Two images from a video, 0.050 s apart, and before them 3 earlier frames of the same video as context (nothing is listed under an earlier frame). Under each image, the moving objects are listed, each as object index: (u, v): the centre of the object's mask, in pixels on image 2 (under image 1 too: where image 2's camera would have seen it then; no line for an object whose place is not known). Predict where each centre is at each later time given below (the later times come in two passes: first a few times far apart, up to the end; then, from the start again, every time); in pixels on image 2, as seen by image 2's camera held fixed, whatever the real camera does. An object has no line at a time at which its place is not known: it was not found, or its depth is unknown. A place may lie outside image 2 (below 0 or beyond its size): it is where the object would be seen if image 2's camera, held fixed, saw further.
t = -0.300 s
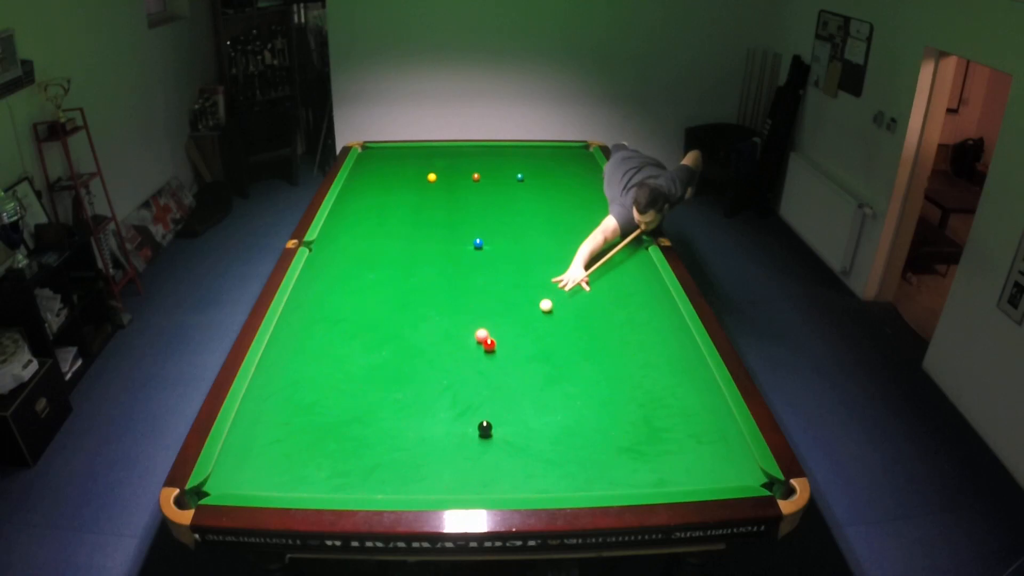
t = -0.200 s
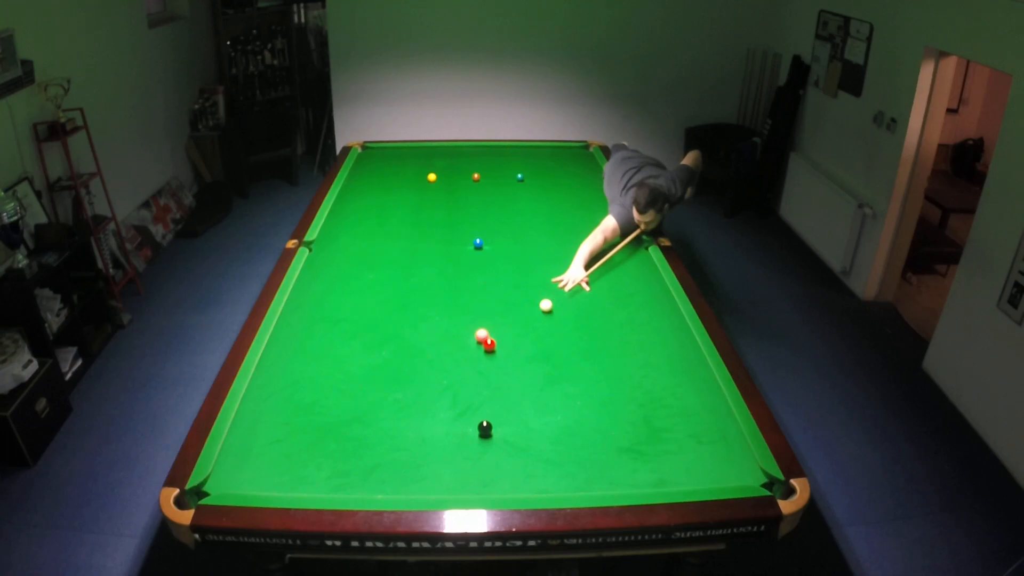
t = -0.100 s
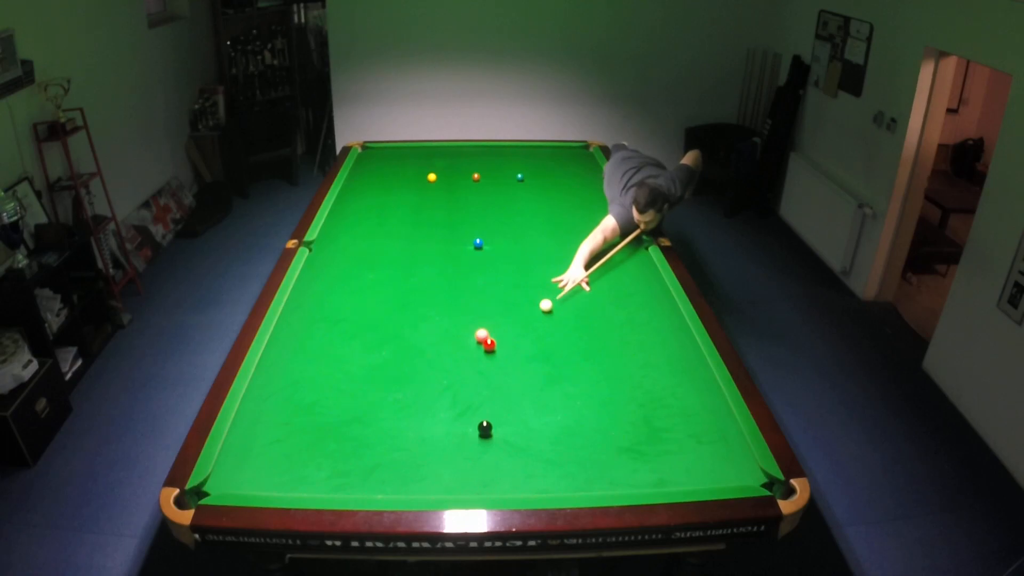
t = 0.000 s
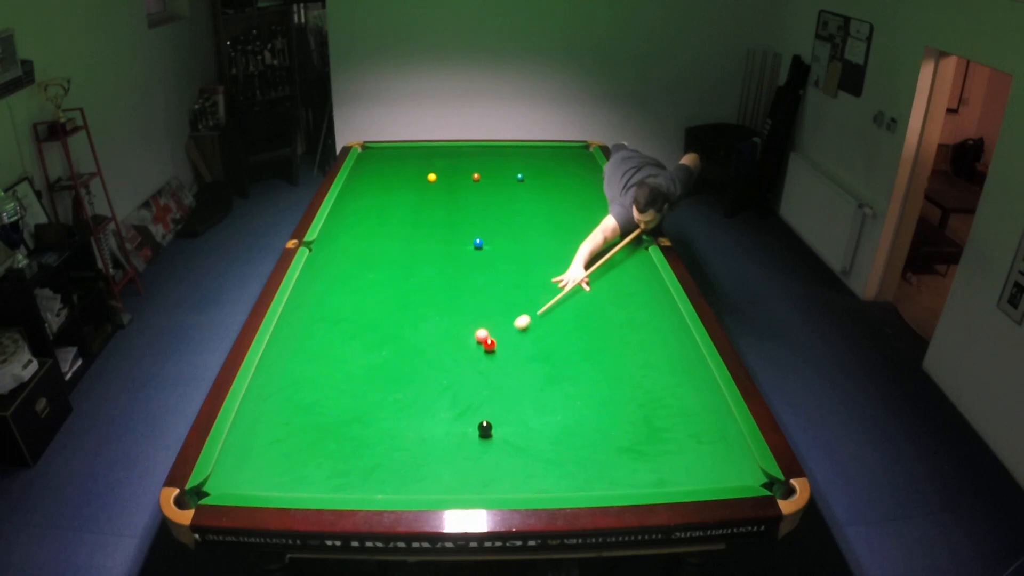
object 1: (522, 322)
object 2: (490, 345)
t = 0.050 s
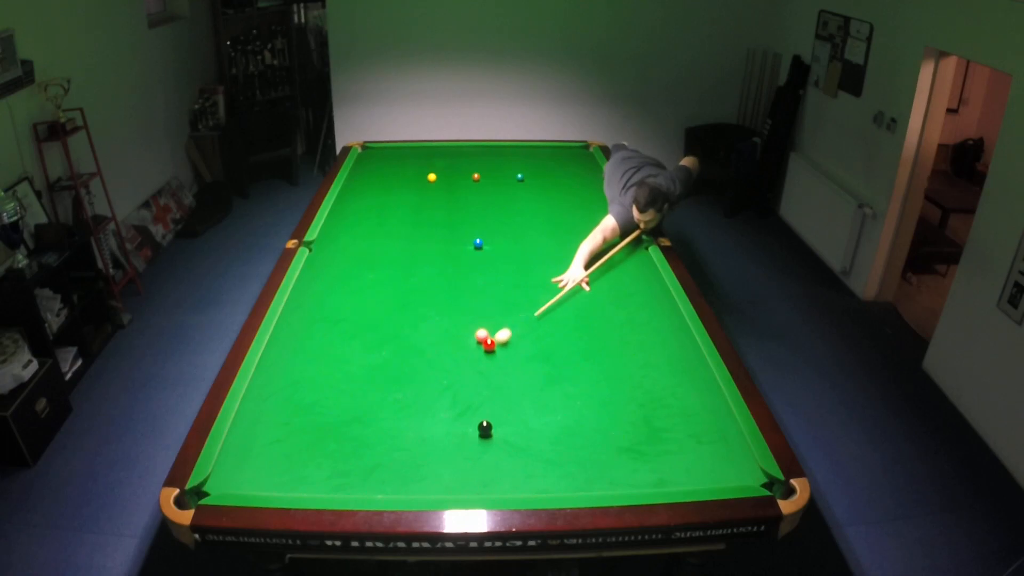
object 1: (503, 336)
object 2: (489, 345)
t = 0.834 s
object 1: (527, 361)
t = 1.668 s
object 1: (550, 377)
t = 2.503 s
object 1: (560, 385)
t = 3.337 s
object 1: (561, 385)
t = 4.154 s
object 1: (561, 385)
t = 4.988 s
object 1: (561, 385)
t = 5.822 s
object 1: (561, 385)
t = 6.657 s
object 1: (561, 385)
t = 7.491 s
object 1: (561, 385)
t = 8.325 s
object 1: (561, 385)
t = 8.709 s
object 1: (561, 385)
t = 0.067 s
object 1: (499, 339)
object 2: (485, 347)
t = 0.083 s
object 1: (499, 340)
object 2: (479, 350)
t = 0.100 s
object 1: (500, 341)
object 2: (471, 354)
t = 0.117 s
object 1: (501, 342)
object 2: (463, 358)
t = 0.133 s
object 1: (502, 342)
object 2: (456, 362)
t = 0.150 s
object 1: (502, 343)
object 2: (448, 366)
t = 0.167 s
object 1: (503, 343)
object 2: (440, 370)
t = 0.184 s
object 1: (504, 344)
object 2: (432, 375)
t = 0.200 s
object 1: (504, 344)
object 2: (425, 379)
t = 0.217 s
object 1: (505, 345)
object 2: (417, 383)
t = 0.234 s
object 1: (505, 345)
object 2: (409, 387)
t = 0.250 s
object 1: (506, 346)
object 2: (402, 391)
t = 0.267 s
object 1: (507, 346)
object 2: (394, 395)
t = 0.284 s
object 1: (507, 346)
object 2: (386, 399)
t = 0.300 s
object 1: (508, 347)
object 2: (378, 403)
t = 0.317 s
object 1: (509, 347)
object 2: (371, 407)
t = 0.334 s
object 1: (509, 348)
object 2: (363, 411)
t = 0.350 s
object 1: (510, 349)
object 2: (356, 415)
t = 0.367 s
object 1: (511, 349)
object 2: (348, 419)
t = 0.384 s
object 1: (511, 349)
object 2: (341, 423)
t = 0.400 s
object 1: (512, 350)
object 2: (334, 427)
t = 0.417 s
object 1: (512, 350)
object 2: (326, 431)
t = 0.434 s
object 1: (513, 351)
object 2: (319, 435)
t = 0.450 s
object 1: (514, 351)
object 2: (311, 438)
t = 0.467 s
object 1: (514, 352)
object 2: (304, 442)
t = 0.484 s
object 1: (515, 352)
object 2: (296, 446)
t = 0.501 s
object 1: (515, 353)
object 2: (288, 450)
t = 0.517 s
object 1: (516, 353)
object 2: (281, 454)
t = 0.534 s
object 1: (517, 354)
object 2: (273, 458)
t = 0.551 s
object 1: (517, 354)
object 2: (265, 462)
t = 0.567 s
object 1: (518, 355)
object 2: (257, 466)
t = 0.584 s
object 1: (518, 355)
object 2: (249, 470)
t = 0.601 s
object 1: (519, 355)
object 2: (241, 475)
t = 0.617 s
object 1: (520, 356)
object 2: (233, 479)
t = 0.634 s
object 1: (520, 356)
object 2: (225, 482)
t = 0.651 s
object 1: (521, 357)
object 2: (218, 485)
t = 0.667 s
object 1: (521, 357)
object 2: (209, 489)
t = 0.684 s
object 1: (522, 357)
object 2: (200, 494)
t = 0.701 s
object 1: (522, 358)
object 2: (193, 498)
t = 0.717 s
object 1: (523, 358)
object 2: (186, 503)
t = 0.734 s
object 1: (524, 359)
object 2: (183, 506)
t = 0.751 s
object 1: (524, 359)
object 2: (185, 508)
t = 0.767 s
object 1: (525, 360)
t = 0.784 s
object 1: (525, 360)
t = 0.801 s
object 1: (526, 360)
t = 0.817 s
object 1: (526, 361)
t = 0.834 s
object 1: (527, 361)
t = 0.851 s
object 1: (527, 362)
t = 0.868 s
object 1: (528, 362)
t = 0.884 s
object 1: (529, 363)
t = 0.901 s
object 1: (529, 363)
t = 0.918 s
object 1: (530, 363)
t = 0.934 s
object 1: (530, 364)
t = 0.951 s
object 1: (531, 364)
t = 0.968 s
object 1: (531, 364)
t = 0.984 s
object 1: (532, 365)
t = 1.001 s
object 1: (532, 365)
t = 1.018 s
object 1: (533, 365)
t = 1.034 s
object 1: (533, 366)
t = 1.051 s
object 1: (534, 366)
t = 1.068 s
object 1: (534, 366)
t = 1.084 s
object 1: (535, 367)
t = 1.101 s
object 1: (535, 367)
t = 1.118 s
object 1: (536, 368)
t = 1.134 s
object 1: (536, 368)
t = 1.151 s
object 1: (537, 368)
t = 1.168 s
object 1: (537, 369)
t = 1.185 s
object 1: (538, 369)
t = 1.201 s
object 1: (538, 369)
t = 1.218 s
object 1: (539, 370)
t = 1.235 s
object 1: (539, 370)
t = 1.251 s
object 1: (540, 370)
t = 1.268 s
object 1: (540, 370)
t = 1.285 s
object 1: (541, 371)
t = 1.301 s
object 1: (541, 371)
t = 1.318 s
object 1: (541, 371)
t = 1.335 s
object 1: (542, 372)
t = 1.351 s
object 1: (542, 372)
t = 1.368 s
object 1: (543, 372)
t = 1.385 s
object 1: (543, 373)
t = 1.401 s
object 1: (544, 373)
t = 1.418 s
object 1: (544, 373)
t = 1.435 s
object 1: (545, 374)
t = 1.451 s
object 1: (545, 374)
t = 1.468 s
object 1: (545, 374)
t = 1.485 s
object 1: (546, 374)
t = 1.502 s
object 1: (546, 375)
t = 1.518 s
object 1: (547, 375)
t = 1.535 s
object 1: (547, 375)
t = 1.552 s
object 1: (547, 375)
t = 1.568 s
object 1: (548, 376)
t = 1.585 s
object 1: (548, 376)
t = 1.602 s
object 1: (548, 376)
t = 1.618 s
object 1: (549, 376)
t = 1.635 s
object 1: (549, 376)
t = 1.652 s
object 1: (549, 377)
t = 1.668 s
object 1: (550, 377)
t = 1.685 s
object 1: (550, 377)
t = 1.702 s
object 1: (550, 378)
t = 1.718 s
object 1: (551, 378)
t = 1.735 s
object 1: (551, 378)
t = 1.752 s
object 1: (551, 378)
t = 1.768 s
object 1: (552, 378)
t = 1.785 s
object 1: (552, 379)
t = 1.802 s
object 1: (552, 379)
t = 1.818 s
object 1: (553, 379)
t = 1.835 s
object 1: (553, 379)
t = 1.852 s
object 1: (553, 380)
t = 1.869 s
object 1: (553, 380)
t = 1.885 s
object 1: (554, 380)
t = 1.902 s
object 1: (554, 380)
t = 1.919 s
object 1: (554, 380)
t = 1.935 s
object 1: (555, 380)
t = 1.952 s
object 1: (555, 381)
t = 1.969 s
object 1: (555, 381)
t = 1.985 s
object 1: (555, 381)
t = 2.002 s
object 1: (555, 381)
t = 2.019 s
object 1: (556, 381)
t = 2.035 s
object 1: (556, 381)
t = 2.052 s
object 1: (556, 382)
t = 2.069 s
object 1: (556, 382)
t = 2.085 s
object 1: (556, 382)
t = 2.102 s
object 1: (557, 382)
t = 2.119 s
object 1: (557, 382)
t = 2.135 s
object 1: (557, 382)
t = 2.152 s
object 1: (557, 383)
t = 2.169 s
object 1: (558, 383)
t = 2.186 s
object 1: (558, 383)
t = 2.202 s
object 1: (558, 383)
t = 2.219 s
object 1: (558, 383)
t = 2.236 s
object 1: (558, 383)
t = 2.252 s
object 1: (558, 383)
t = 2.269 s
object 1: (559, 384)
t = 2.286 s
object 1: (559, 384)
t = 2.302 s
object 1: (559, 384)
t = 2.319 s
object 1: (559, 384)
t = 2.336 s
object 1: (559, 384)
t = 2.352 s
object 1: (560, 384)
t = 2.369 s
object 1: (559, 384)
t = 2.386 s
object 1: (560, 384)
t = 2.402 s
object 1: (560, 384)
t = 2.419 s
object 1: (560, 384)
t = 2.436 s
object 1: (560, 384)
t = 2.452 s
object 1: (560, 385)
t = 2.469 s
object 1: (560, 385)
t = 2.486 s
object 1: (560, 385)
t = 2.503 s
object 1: (560, 385)
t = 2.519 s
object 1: (560, 385)
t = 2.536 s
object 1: (560, 385)
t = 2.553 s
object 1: (561, 385)
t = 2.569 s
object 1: (560, 385)
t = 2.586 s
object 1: (561, 385)
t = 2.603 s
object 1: (561, 385)
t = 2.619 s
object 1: (561, 385)
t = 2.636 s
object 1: (561, 385)
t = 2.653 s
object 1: (561, 385)
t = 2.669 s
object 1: (561, 385)
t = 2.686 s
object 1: (561, 385)
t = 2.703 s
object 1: (561, 385)
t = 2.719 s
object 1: (561, 385)
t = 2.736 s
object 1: (561, 385)
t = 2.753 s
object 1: (561, 385)
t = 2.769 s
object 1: (561, 385)
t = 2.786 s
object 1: (561, 385)
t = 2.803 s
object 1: (561, 385)
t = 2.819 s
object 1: (561, 385)
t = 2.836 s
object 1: (561, 385)
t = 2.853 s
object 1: (561, 385)
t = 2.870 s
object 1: (561, 385)
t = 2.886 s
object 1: (561, 385)
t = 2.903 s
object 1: (561, 385)
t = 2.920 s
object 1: (561, 385)
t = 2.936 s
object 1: (561, 385)
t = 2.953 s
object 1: (561, 385)
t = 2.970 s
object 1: (561, 385)
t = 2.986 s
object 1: (561, 385)
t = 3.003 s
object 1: (561, 385)
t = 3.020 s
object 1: (561, 385)
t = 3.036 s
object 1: (561, 385)
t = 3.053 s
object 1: (561, 385)
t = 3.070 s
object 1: (561, 385)
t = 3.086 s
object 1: (561, 385)
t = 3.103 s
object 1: (561, 385)
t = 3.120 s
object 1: (561, 385)
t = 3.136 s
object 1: (561, 385)
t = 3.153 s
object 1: (561, 385)
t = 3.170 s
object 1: (561, 385)
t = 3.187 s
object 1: (561, 385)
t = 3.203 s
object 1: (561, 385)
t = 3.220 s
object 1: (561, 385)
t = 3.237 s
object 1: (561, 385)
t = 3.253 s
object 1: (561, 385)
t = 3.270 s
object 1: (561, 385)
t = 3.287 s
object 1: (561, 385)
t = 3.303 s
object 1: (561, 385)
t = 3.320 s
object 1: (561, 385)
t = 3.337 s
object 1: (561, 385)
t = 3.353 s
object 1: (561, 385)
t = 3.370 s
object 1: (561, 385)
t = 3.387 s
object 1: (561, 385)
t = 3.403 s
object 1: (561, 385)
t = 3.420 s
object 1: (561, 385)
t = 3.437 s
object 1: (561, 385)
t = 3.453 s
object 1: (561, 385)
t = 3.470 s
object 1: (561, 385)
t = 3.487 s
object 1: (561, 385)
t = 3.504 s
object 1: (561, 385)
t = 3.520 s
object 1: (561, 385)
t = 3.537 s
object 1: (561, 385)
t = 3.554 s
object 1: (561, 385)
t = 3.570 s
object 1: (561, 385)
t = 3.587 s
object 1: (561, 385)
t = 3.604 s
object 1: (561, 385)
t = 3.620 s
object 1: (561, 385)
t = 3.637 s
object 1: (561, 385)
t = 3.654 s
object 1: (561, 385)
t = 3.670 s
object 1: (561, 385)
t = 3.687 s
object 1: (561, 385)
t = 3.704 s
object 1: (561, 385)
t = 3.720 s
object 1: (561, 385)
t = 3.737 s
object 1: (561, 385)
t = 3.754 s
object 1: (561, 385)
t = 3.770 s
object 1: (561, 385)
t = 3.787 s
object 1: (561, 385)
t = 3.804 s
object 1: (561, 385)
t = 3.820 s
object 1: (561, 385)
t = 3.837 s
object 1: (561, 385)
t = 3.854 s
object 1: (561, 385)
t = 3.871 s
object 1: (561, 385)
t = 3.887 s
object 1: (561, 385)
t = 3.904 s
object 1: (561, 385)
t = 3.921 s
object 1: (561, 385)
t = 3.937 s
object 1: (561, 385)
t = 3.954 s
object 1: (561, 385)
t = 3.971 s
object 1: (561, 385)
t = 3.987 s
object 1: (561, 385)
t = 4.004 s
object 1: (561, 385)
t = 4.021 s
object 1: (561, 385)
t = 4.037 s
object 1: (561, 385)
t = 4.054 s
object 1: (561, 385)
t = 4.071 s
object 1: (561, 385)
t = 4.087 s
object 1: (561, 385)
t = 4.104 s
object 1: (561, 385)
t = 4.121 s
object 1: (561, 385)
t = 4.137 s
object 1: (561, 385)
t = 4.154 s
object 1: (561, 385)
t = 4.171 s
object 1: (561, 385)
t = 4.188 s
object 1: (561, 385)
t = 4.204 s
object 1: (561, 385)
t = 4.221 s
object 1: (561, 385)
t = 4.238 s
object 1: (561, 385)
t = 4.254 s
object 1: (561, 385)
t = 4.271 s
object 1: (561, 385)
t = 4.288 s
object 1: (561, 385)
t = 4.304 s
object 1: (561, 385)
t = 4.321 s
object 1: (561, 385)
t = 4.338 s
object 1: (561, 385)
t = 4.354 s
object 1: (561, 385)
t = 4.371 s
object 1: (561, 385)
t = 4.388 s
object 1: (561, 385)
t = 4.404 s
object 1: (561, 385)
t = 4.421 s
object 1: (561, 385)
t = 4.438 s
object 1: (561, 385)
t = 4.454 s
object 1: (561, 385)
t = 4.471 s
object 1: (561, 385)
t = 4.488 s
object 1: (561, 385)
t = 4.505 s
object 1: (561, 385)
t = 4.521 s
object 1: (561, 385)
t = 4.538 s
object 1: (561, 385)
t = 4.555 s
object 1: (561, 385)
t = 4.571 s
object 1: (561, 385)
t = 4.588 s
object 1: (561, 385)
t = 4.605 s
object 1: (561, 385)
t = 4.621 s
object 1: (561, 385)
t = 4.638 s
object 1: (561, 385)
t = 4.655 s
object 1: (561, 385)
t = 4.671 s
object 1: (561, 385)
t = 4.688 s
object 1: (561, 385)
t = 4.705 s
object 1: (561, 385)
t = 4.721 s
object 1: (561, 385)
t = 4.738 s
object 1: (561, 385)
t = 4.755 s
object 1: (561, 385)
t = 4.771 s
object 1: (561, 385)
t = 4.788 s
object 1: (561, 385)
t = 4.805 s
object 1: (561, 385)
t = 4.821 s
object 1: (561, 385)
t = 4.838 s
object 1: (561, 385)
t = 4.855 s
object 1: (561, 385)
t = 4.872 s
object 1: (561, 385)
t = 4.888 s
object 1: (561, 385)
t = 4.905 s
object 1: (561, 385)
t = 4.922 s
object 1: (561, 385)
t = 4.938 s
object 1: (561, 385)
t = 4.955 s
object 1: (561, 385)
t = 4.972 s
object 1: (561, 385)
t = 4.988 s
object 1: (561, 385)
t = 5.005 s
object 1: (561, 385)
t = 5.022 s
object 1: (561, 385)
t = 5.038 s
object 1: (561, 385)
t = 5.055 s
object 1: (561, 385)
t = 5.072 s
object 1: (561, 385)
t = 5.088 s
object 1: (561, 385)
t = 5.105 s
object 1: (561, 385)
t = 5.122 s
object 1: (561, 385)
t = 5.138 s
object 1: (561, 385)
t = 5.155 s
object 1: (561, 385)
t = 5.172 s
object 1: (561, 385)
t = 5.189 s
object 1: (561, 385)
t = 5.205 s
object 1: (561, 385)
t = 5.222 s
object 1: (561, 385)
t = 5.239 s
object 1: (561, 385)
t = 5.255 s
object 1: (561, 385)
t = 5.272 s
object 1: (561, 385)
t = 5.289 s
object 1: (561, 385)
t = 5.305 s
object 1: (561, 385)
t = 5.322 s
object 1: (561, 385)
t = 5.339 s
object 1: (561, 385)
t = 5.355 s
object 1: (561, 385)
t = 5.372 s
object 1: (561, 385)
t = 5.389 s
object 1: (561, 385)
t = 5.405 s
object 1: (561, 385)
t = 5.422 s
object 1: (561, 385)
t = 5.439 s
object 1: (561, 385)
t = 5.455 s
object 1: (561, 385)
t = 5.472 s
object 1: (561, 385)
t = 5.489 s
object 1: (561, 385)
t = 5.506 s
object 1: (561, 385)
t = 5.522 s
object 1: (561, 385)
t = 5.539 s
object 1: (561, 385)
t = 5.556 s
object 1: (561, 385)
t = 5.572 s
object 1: (561, 385)
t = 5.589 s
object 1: (561, 385)
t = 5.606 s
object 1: (561, 385)
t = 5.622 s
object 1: (561, 385)
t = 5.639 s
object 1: (561, 385)
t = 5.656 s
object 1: (561, 385)
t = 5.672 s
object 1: (561, 385)
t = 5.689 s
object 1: (561, 385)
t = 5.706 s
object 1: (561, 385)
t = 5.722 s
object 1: (561, 385)
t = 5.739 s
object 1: (561, 385)
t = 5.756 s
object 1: (561, 385)
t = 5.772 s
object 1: (561, 385)
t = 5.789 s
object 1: (561, 385)
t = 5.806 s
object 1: (561, 385)
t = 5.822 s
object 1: (561, 385)
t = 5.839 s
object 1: (561, 385)
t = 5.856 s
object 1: (561, 385)
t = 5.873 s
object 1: (561, 385)
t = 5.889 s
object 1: (561, 385)
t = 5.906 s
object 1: (561, 385)
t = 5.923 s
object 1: (561, 385)
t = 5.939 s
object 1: (561, 385)
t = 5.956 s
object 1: (561, 385)
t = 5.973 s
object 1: (561, 385)
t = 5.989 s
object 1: (561, 385)
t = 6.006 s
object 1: (561, 385)
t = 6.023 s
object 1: (561, 385)
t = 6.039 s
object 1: (561, 385)
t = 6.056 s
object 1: (561, 385)
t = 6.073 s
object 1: (561, 385)
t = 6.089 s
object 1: (561, 385)
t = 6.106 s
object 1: (561, 385)
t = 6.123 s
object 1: (561, 385)
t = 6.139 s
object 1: (561, 385)
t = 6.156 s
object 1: (561, 385)
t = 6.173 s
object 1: (561, 385)
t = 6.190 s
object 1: (561, 385)
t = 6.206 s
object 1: (561, 385)
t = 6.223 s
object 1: (561, 385)
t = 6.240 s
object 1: (561, 385)
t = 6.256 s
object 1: (561, 385)
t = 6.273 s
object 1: (561, 385)
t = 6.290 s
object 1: (561, 385)
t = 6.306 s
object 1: (561, 385)
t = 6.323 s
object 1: (561, 385)
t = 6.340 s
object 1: (561, 385)
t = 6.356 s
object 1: (561, 385)
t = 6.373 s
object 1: (561, 385)
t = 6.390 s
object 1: (561, 385)
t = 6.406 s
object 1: (561, 385)
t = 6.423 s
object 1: (561, 385)
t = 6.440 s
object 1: (561, 385)
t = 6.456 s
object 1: (561, 385)
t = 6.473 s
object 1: (561, 385)
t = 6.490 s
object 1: (561, 385)
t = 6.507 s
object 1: (561, 385)
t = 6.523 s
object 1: (561, 385)
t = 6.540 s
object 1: (561, 385)
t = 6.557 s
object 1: (561, 385)
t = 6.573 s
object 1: (561, 385)
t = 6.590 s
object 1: (561, 385)
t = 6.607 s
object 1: (561, 385)
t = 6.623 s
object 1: (561, 385)
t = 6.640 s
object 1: (561, 385)
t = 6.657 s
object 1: (561, 385)
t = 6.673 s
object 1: (561, 385)
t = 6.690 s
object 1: (561, 385)
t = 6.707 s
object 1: (561, 385)
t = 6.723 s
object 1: (561, 385)
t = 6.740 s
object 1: (561, 385)
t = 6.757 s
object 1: (561, 385)
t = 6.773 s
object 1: (561, 385)
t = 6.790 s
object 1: (561, 385)
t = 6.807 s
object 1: (561, 385)
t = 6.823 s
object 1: (561, 385)
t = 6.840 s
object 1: (561, 385)
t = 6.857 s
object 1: (561, 385)
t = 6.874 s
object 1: (561, 385)
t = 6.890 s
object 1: (561, 385)
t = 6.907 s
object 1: (561, 385)
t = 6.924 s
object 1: (561, 385)
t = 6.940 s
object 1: (561, 385)
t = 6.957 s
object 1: (561, 385)
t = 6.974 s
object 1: (561, 385)
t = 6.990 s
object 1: (561, 385)
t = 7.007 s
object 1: (561, 385)
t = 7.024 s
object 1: (561, 385)
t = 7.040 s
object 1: (561, 385)
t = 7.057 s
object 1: (561, 385)
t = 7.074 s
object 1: (561, 385)
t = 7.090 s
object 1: (561, 385)
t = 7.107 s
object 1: (561, 385)
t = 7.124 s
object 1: (561, 385)
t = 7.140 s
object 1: (561, 385)
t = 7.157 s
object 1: (561, 385)
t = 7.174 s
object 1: (561, 385)
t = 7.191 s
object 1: (561, 385)
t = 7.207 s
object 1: (561, 385)
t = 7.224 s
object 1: (561, 385)
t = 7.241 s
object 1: (561, 385)
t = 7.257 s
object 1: (561, 385)
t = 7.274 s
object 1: (561, 385)
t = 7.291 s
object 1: (561, 385)
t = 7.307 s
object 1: (561, 385)
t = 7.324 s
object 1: (561, 385)
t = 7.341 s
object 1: (561, 385)
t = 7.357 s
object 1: (561, 385)
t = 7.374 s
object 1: (561, 385)
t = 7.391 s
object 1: (561, 385)
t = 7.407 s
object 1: (561, 385)
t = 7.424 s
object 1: (561, 385)
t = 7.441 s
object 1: (561, 385)
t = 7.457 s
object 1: (561, 385)
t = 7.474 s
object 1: (561, 385)
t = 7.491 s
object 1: (561, 385)
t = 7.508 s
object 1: (561, 385)
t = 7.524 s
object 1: (561, 385)
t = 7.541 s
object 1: (561, 385)
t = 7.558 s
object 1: (561, 385)
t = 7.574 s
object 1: (561, 385)
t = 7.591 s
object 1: (561, 385)
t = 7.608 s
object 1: (561, 385)
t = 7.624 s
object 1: (561, 385)
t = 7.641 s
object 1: (561, 385)
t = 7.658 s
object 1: (561, 385)
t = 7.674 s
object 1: (561, 385)
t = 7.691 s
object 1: (561, 385)
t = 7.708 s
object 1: (561, 385)
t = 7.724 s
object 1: (561, 385)
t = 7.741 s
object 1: (561, 385)
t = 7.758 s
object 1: (561, 385)
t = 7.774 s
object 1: (561, 385)
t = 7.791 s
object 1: (561, 385)
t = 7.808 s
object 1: (561, 385)
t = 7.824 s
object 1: (561, 385)
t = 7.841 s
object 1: (561, 385)
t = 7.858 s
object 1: (561, 385)
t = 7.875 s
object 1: (561, 385)
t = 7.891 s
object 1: (561, 385)
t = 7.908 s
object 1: (561, 385)
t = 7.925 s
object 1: (561, 385)
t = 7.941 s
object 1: (561, 385)
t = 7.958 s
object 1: (561, 385)
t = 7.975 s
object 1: (561, 385)
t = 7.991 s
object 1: (561, 385)
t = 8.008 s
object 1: (561, 385)
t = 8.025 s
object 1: (561, 385)
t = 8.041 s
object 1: (561, 385)
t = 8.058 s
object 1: (561, 385)
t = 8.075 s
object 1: (561, 385)
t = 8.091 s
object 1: (561, 385)
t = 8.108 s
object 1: (561, 385)
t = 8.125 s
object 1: (561, 385)
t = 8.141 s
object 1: (561, 385)
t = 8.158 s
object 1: (561, 385)
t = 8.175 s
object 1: (561, 385)
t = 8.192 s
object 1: (561, 385)
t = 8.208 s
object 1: (561, 385)
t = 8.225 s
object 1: (561, 385)
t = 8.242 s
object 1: (561, 385)
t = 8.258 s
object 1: (561, 385)
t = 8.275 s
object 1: (561, 385)
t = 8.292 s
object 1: (561, 385)
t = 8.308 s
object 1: (561, 385)
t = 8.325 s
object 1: (561, 385)
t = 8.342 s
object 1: (561, 385)
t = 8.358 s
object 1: (561, 385)
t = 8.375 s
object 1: (561, 385)
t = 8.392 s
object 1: (561, 385)
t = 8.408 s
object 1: (561, 385)
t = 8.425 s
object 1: (561, 385)
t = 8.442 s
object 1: (561, 385)
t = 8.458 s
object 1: (561, 385)
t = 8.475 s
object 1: (561, 385)
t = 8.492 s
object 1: (561, 385)
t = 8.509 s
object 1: (561, 385)
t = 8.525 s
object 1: (561, 385)
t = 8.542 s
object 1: (561, 385)
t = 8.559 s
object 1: (561, 385)
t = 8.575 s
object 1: (561, 385)
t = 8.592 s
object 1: (561, 385)
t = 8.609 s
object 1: (561, 385)
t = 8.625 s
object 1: (561, 385)
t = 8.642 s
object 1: (561, 385)
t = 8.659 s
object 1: (561, 385)
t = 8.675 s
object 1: (561, 385)
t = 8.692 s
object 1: (561, 385)
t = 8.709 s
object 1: (561, 385)
